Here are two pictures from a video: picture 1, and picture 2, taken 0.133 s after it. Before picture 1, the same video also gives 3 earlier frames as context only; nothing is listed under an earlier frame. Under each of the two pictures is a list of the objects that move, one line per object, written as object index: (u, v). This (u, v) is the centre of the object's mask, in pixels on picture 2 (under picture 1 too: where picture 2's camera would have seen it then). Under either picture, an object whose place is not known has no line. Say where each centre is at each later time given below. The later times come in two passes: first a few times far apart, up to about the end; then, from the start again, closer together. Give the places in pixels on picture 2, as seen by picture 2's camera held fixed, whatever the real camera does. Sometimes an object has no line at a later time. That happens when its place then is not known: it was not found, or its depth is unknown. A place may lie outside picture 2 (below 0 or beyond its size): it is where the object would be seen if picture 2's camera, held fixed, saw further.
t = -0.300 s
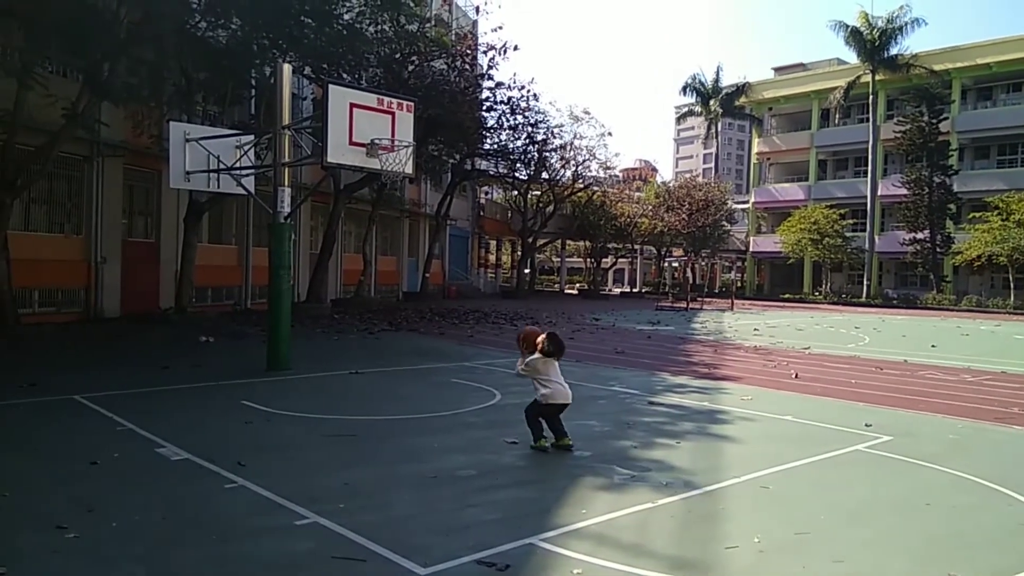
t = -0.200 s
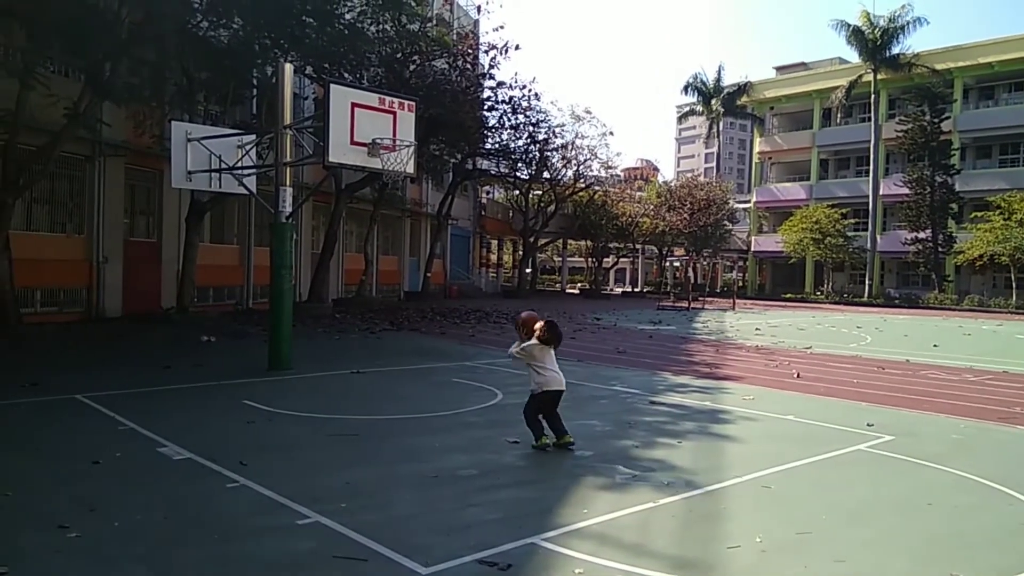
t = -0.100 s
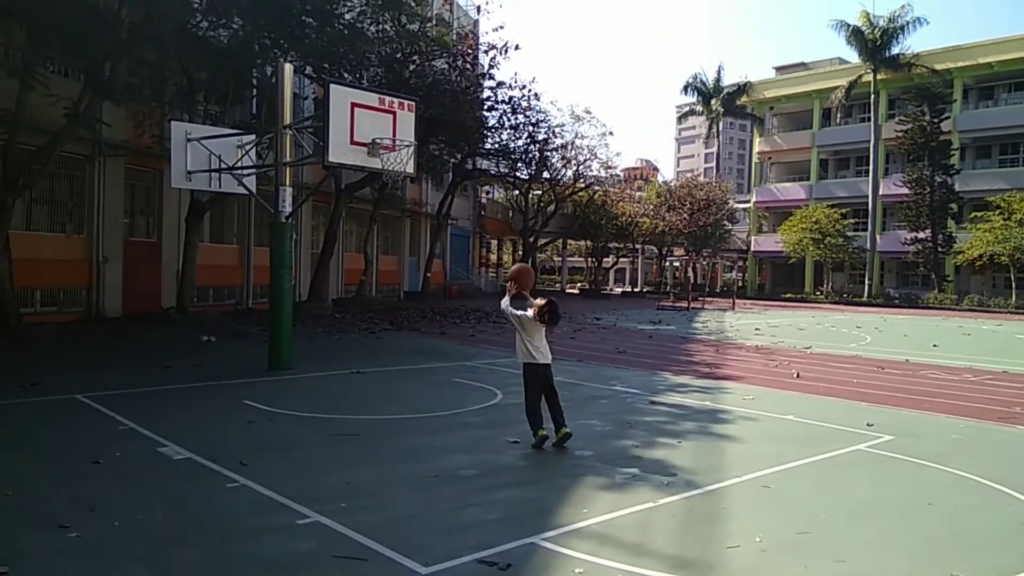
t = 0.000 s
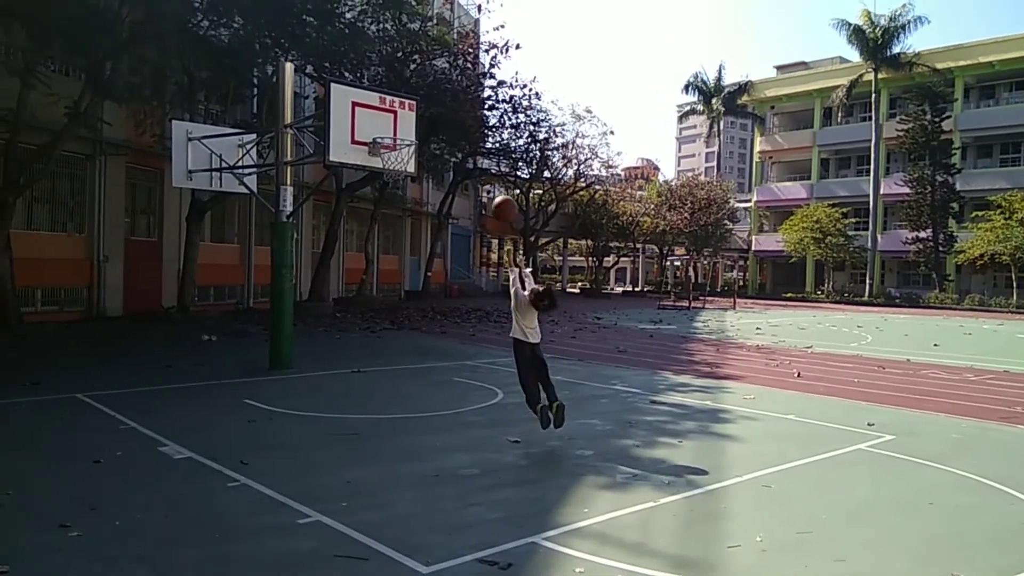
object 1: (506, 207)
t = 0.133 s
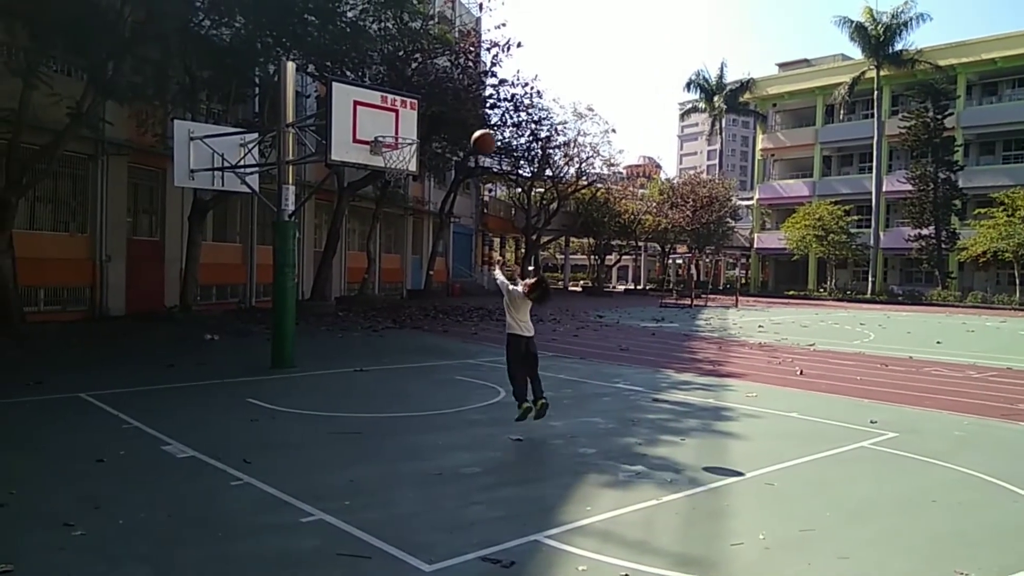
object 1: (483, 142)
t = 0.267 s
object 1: (462, 104)
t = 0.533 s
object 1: (423, 90)
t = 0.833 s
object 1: (390, 154)
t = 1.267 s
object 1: (411, 314)
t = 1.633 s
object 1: (438, 284)
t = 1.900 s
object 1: (459, 238)
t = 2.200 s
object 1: (485, 272)
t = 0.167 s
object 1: (478, 130)
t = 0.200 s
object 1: (472, 120)
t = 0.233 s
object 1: (467, 112)
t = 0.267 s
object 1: (462, 104)
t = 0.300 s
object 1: (457, 98)
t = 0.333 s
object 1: (451, 93)
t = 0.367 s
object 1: (447, 90)
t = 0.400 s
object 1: (442, 88)
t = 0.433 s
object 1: (437, 87)
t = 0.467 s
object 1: (432, 87)
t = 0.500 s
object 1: (428, 89)
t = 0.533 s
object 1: (423, 90)
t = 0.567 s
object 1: (418, 94)
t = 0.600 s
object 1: (414, 99)
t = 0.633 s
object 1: (410, 104)
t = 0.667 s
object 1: (406, 111)
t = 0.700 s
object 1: (401, 119)
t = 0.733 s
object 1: (397, 126)
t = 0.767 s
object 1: (393, 135)
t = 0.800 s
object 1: (390, 145)
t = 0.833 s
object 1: (390, 154)
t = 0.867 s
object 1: (392, 162)
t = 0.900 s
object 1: (394, 173)
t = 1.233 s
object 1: (410, 296)
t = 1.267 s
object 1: (411, 314)
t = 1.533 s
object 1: (430, 319)
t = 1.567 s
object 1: (431, 306)
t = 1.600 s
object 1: (436, 295)
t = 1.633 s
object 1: (438, 284)
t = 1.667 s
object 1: (440, 276)
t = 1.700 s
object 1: (443, 267)
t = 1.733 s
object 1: (446, 260)
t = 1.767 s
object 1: (448, 253)
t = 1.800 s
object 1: (451, 248)
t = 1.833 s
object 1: (454, 244)
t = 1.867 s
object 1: (456, 241)
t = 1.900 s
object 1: (459, 238)
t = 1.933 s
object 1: (462, 238)
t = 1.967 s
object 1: (465, 238)
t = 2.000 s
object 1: (468, 239)
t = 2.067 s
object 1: (473, 245)
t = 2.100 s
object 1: (476, 250)
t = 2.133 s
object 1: (479, 256)
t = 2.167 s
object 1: (482, 264)
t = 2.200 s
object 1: (485, 272)
